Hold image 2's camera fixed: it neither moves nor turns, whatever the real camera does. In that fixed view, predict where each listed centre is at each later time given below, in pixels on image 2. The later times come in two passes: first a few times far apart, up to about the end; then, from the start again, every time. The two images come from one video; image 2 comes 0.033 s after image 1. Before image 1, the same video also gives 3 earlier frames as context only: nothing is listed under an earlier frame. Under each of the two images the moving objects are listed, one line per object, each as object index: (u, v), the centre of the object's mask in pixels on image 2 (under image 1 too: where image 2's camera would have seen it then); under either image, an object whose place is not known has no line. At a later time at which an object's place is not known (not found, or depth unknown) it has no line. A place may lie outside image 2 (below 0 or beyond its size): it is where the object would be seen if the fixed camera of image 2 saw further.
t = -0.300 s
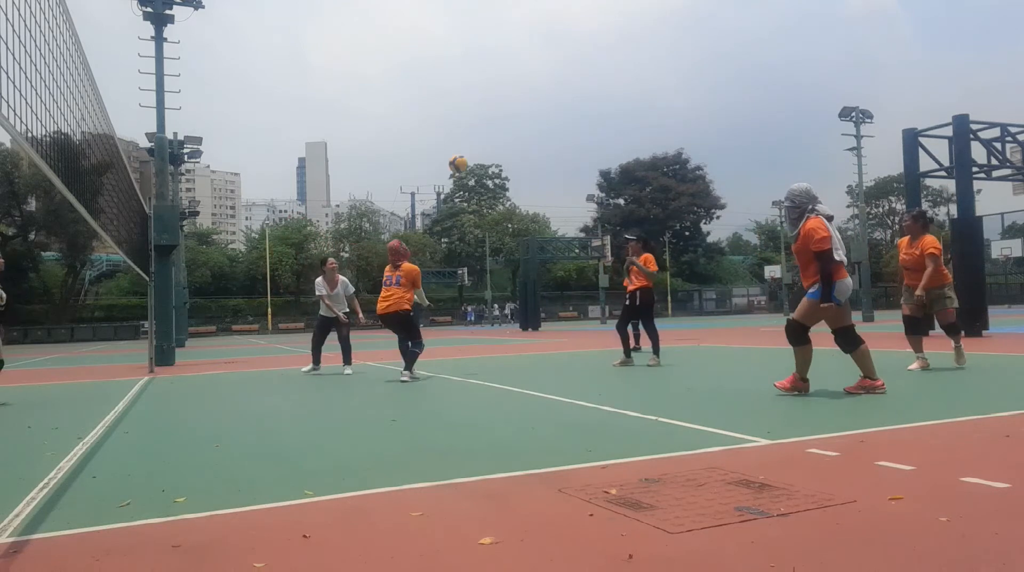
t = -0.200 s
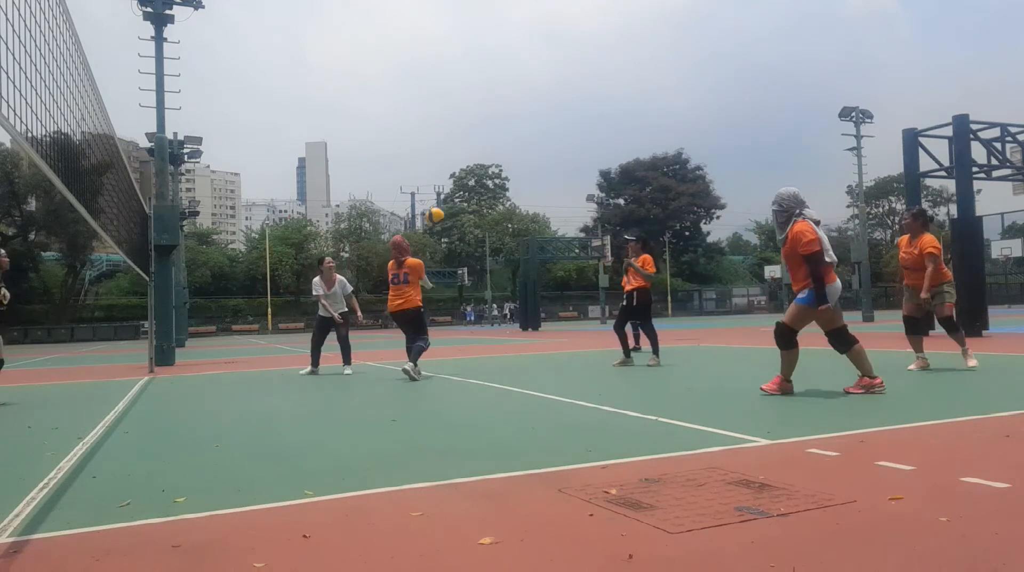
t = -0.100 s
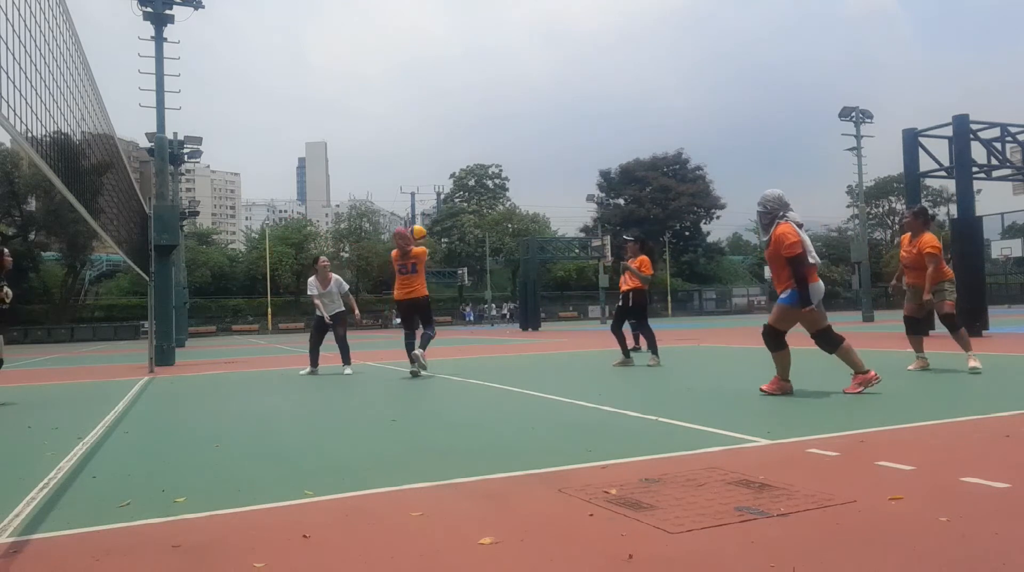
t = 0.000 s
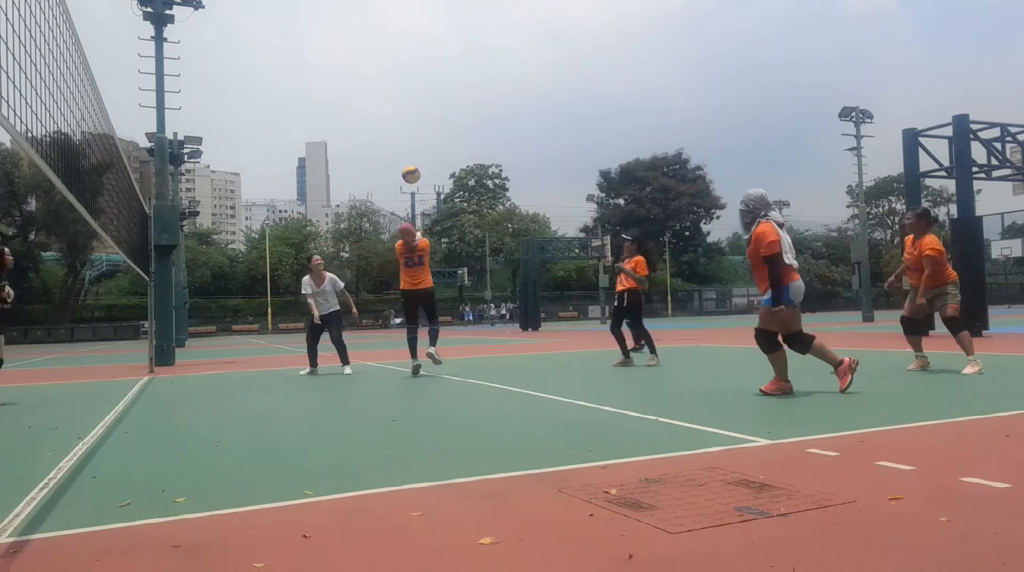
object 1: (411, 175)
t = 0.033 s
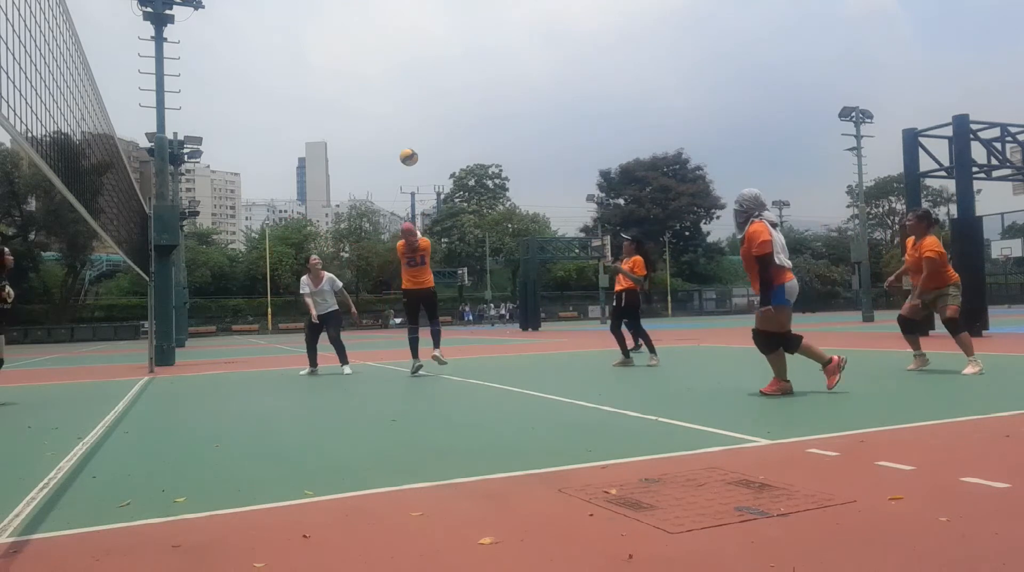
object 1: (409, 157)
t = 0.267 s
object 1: (396, 62)
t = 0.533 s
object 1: (384, 10)
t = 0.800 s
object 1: (375, 18)
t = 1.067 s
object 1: (368, 86)
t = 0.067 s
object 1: (407, 141)
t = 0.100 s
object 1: (405, 125)
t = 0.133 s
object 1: (403, 111)
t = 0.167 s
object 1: (401, 97)
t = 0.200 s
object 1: (399, 84)
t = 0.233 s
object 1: (398, 73)
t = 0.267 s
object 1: (396, 62)
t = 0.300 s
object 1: (394, 52)
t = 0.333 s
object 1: (393, 43)
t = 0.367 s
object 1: (391, 35)
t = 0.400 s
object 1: (390, 28)
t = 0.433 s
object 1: (388, 22)
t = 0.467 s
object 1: (387, 17)
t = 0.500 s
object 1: (385, 13)
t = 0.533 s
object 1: (384, 10)
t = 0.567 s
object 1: (383, 8)
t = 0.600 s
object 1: (382, 7)
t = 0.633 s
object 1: (380, 7)
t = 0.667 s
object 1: (379, 8)
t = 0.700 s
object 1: (378, 9)
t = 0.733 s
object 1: (377, 11)
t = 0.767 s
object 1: (376, 14)
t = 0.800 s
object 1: (375, 18)
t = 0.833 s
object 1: (374, 23)
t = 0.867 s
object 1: (373, 29)
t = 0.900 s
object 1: (372, 37)
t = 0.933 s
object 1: (371, 45)
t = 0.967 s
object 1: (370, 53)
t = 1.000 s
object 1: (369, 63)
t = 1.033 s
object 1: (368, 74)
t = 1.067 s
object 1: (368, 86)
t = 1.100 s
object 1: (367, 98)
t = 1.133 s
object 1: (366, 112)
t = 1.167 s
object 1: (366, 127)
